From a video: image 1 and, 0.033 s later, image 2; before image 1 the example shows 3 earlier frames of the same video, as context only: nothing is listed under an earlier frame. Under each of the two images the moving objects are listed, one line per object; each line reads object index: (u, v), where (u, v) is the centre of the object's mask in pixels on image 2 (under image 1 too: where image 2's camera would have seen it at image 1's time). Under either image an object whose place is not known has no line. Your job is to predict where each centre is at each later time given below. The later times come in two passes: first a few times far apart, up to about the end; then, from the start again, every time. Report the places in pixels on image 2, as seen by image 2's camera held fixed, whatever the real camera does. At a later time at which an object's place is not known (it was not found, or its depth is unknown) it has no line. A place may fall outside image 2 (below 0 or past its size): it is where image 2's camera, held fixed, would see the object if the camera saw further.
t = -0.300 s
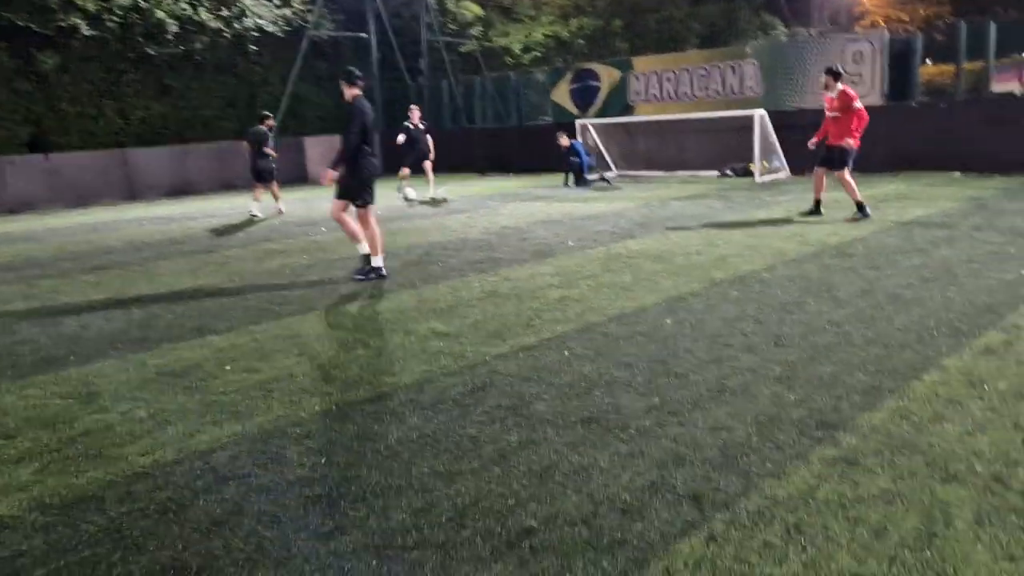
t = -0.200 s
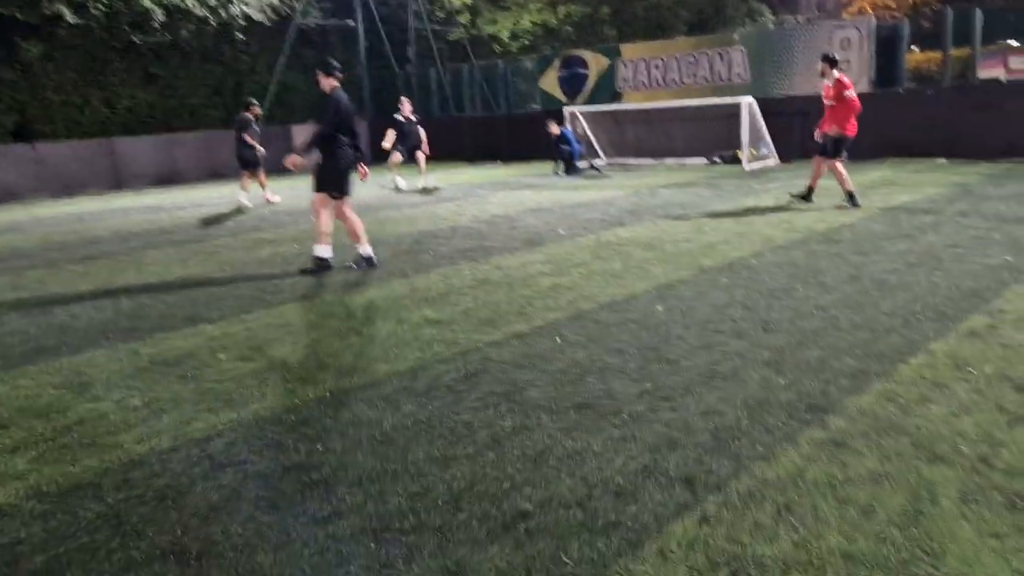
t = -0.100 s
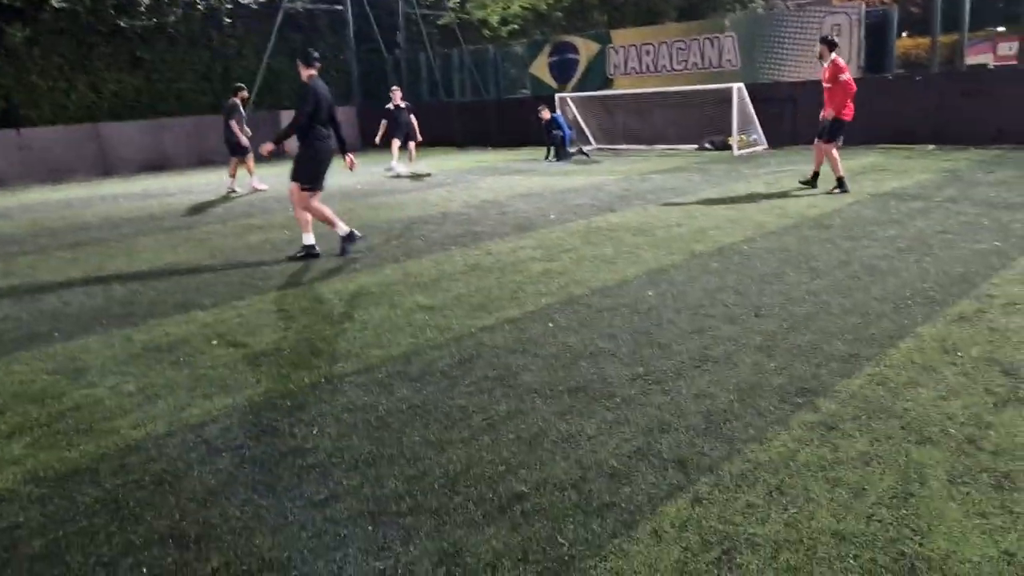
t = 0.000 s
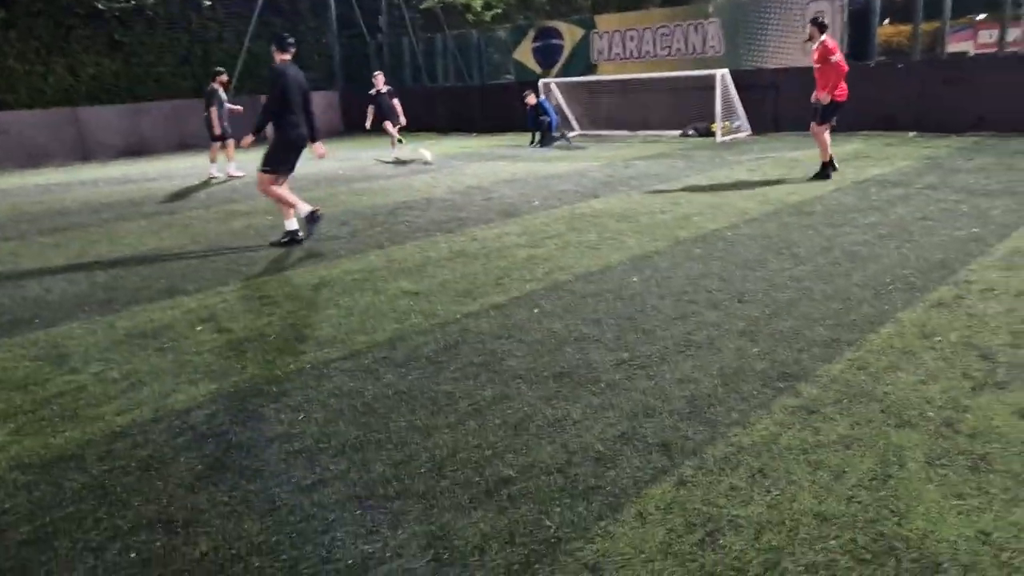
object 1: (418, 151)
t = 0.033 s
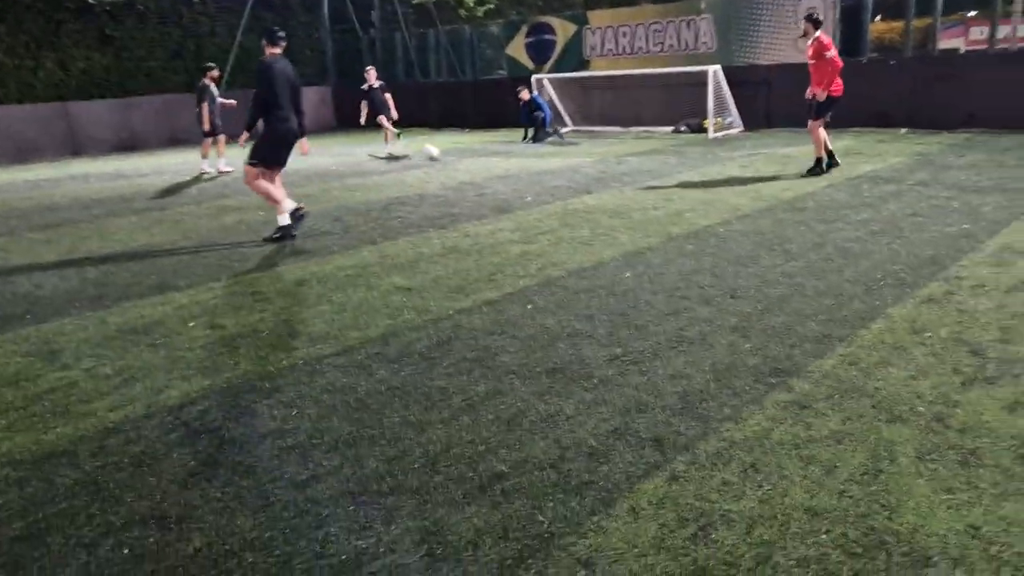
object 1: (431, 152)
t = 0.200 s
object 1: (504, 152)
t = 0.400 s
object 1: (593, 155)
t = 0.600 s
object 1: (680, 158)
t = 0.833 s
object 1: (793, 158)
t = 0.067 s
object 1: (447, 153)
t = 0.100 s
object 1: (461, 154)
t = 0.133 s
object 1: (475, 153)
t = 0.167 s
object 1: (489, 152)
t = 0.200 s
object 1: (504, 152)
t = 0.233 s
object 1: (519, 153)
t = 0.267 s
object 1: (534, 155)
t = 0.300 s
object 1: (549, 155)
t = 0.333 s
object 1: (563, 154)
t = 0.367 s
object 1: (577, 154)
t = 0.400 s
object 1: (593, 155)
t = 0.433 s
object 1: (607, 157)
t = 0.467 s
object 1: (621, 156)
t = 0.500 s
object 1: (636, 155)
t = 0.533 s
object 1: (650, 155)
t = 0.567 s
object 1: (665, 157)
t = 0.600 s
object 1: (680, 158)
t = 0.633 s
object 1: (696, 158)
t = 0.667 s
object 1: (711, 157)
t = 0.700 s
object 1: (726, 158)
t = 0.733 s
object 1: (743, 159)
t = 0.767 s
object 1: (759, 159)
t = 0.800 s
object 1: (776, 158)
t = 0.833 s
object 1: (793, 158)
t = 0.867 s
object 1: (811, 160)
